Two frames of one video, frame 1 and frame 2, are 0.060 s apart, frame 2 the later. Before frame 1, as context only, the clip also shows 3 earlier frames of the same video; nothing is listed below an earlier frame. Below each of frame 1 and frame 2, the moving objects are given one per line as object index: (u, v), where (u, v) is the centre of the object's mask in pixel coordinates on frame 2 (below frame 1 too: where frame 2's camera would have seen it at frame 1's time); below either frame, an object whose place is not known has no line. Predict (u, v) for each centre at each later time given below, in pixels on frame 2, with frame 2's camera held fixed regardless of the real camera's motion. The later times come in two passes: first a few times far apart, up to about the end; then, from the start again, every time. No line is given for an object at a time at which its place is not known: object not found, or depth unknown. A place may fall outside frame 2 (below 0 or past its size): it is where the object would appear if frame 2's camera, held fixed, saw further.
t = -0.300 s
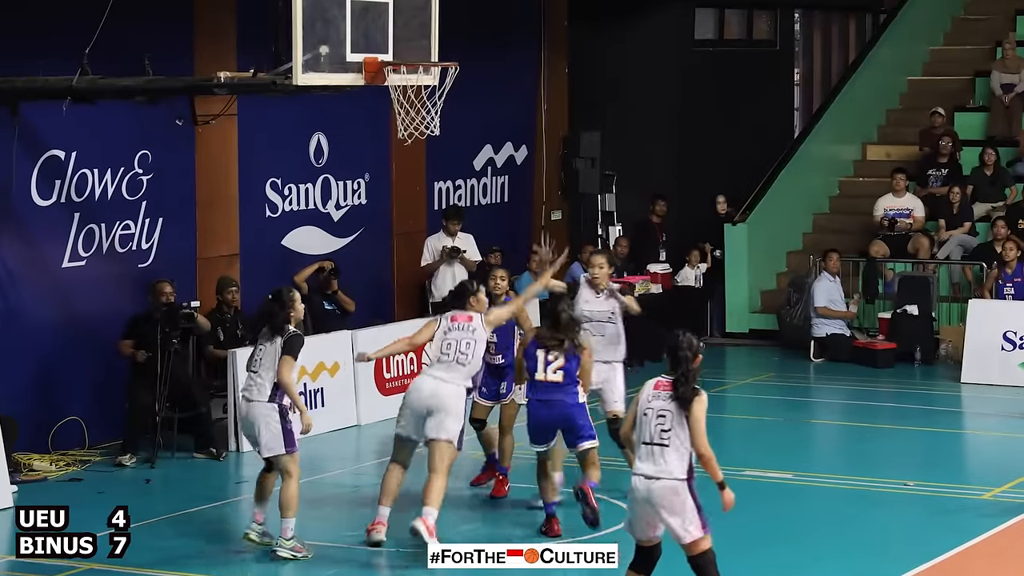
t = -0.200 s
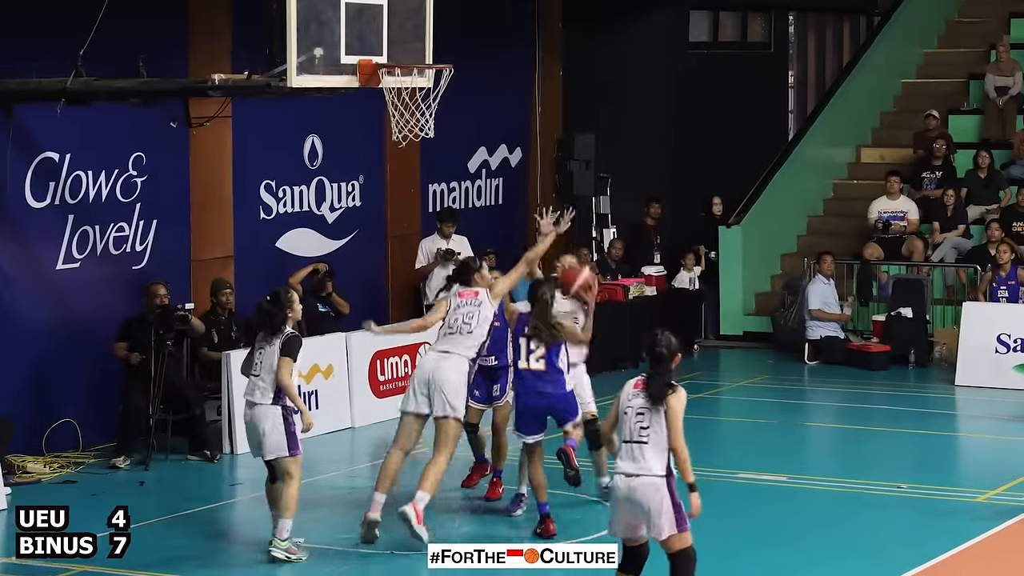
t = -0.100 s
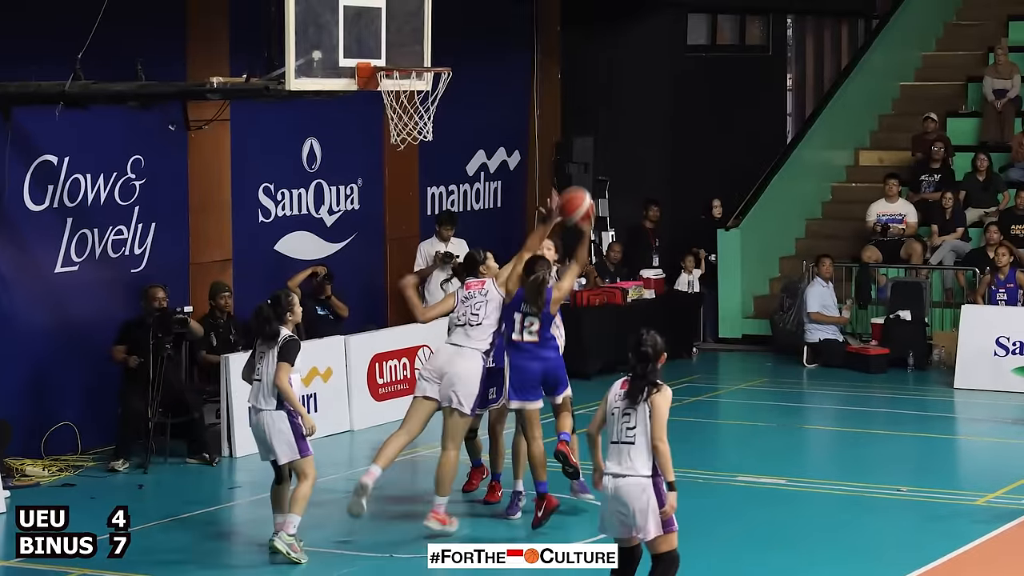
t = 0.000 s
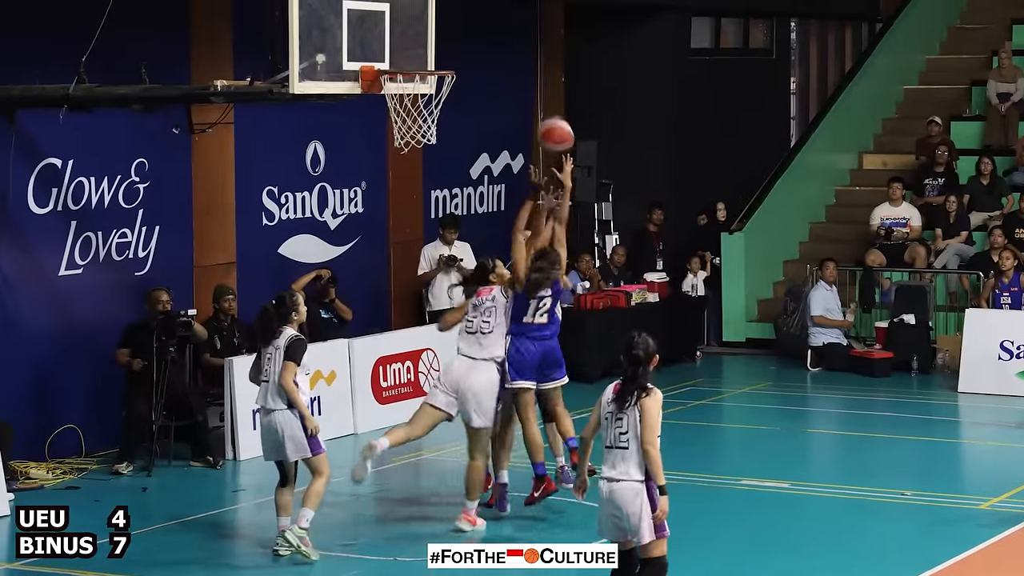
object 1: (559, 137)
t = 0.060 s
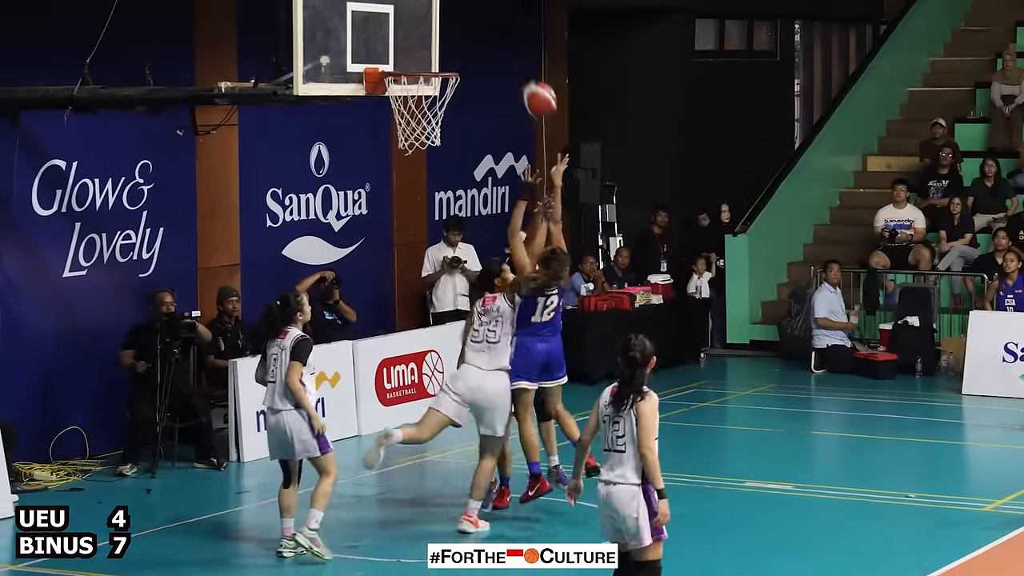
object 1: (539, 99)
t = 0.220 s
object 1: (484, 28)
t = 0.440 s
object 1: (414, -10)
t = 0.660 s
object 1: (424, 33)
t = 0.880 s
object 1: (413, 60)
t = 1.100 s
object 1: (419, 48)
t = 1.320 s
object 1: (433, 51)
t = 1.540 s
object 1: (437, 65)
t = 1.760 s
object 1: (434, 127)
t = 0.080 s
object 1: (532, 88)
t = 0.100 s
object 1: (526, 78)
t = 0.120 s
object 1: (518, 68)
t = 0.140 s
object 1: (511, 58)
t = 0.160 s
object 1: (504, 50)
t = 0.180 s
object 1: (497, 42)
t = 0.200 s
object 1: (491, 35)
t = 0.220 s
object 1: (484, 28)
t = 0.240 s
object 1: (477, 21)
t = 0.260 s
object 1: (471, 16)
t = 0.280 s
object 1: (464, 11)
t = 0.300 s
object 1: (458, 8)
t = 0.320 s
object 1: (452, 5)
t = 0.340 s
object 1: (446, 1)
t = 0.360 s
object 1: (440, -1)
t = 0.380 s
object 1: (433, -4)
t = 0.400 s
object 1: (426, -7)
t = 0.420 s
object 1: (420, -9)
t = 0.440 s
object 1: (414, -10)
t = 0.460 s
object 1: (408, -10)
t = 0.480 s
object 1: (401, -8)
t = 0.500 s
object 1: (396, -6)
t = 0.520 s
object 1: (389, -4)
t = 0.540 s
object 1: (392, 0)
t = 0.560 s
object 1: (396, 3)
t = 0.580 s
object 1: (402, 8)
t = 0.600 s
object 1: (408, 13)
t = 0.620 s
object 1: (413, 19)
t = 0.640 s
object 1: (418, 26)
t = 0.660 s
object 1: (424, 33)
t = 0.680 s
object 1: (430, 41)
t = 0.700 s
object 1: (436, 49)
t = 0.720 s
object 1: (442, 57)
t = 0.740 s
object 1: (444, 62)
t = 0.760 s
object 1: (438, 61)
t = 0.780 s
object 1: (433, 61)
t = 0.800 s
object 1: (427, 61)
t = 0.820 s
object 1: (421, 62)
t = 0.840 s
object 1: (416, 62)
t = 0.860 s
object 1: (414, 61)
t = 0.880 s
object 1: (413, 60)
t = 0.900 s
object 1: (412, 59)
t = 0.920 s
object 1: (412, 58)
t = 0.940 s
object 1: (412, 57)
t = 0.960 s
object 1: (412, 57)
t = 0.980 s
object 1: (412, 57)
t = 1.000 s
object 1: (412, 57)
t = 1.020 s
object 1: (413, 56)
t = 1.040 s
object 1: (414, 55)
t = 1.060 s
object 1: (416, 51)
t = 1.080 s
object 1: (417, 49)
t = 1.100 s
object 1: (419, 48)
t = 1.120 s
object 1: (421, 47)
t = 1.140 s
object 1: (422, 46)
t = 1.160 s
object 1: (424, 47)
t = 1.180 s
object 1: (426, 48)
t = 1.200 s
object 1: (427, 49)
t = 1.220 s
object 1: (429, 52)
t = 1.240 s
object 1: (430, 54)
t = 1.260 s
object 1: (431, 54)
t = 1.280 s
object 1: (432, 52)
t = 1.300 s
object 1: (432, 52)
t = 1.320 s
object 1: (433, 51)
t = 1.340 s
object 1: (433, 51)
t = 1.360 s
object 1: (434, 51)
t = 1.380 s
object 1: (435, 52)
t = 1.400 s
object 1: (436, 54)
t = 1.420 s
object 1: (437, 55)
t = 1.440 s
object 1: (437, 57)
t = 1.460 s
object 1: (438, 60)
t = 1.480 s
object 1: (437, 60)
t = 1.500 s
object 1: (437, 61)
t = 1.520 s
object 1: (438, 62)
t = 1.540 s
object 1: (437, 65)
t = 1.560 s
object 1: (437, 73)
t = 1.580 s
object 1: (437, 78)
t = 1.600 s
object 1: (438, 81)
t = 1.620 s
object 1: (437, 87)
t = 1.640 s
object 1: (437, 91)
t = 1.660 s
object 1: (437, 97)
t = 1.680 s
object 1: (435, 105)
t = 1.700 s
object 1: (434, 110)
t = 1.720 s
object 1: (437, 118)
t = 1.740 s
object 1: (435, 122)
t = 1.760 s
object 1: (434, 127)
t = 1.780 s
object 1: (435, 134)
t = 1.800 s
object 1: (430, 140)
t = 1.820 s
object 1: (428, 150)
